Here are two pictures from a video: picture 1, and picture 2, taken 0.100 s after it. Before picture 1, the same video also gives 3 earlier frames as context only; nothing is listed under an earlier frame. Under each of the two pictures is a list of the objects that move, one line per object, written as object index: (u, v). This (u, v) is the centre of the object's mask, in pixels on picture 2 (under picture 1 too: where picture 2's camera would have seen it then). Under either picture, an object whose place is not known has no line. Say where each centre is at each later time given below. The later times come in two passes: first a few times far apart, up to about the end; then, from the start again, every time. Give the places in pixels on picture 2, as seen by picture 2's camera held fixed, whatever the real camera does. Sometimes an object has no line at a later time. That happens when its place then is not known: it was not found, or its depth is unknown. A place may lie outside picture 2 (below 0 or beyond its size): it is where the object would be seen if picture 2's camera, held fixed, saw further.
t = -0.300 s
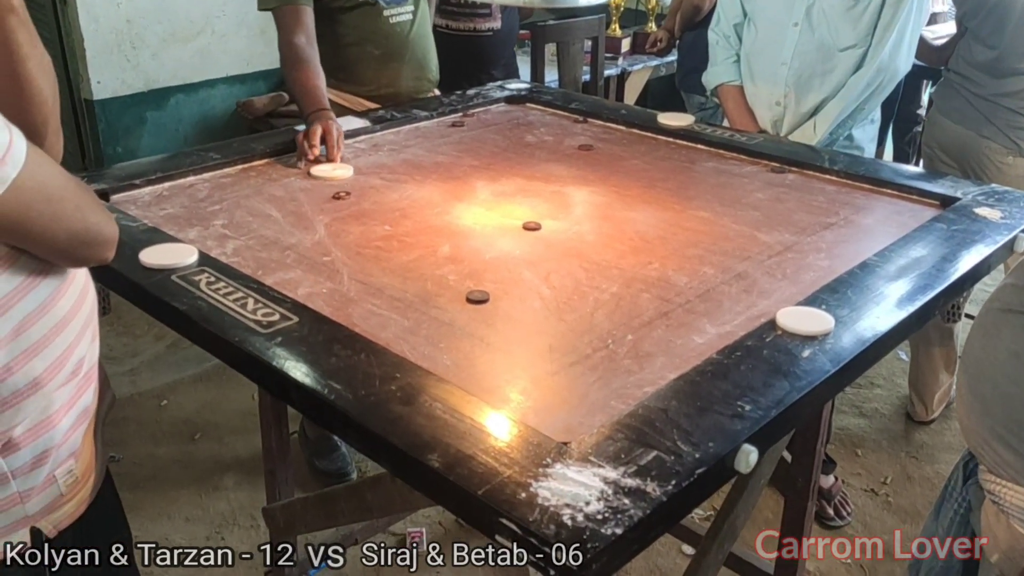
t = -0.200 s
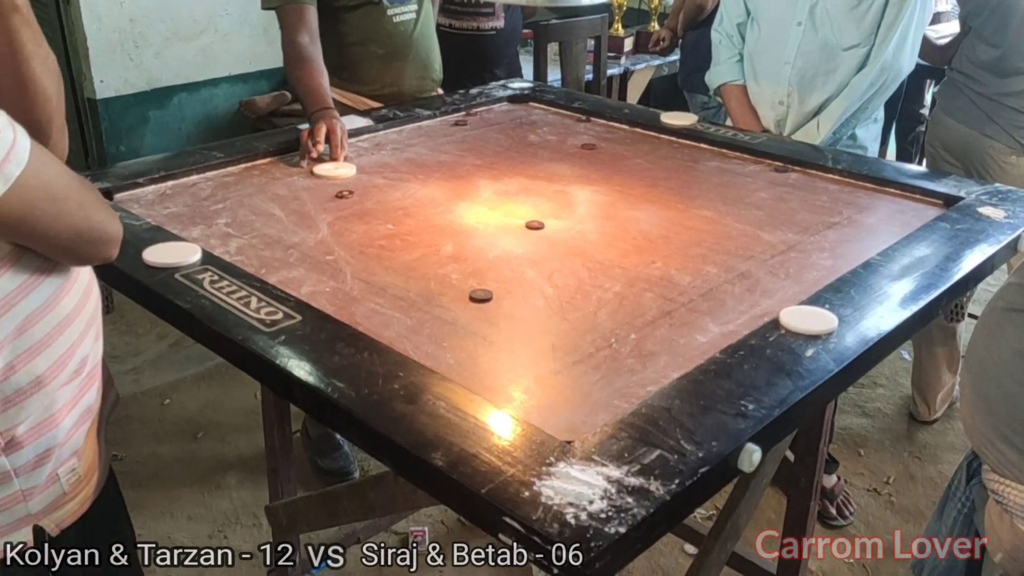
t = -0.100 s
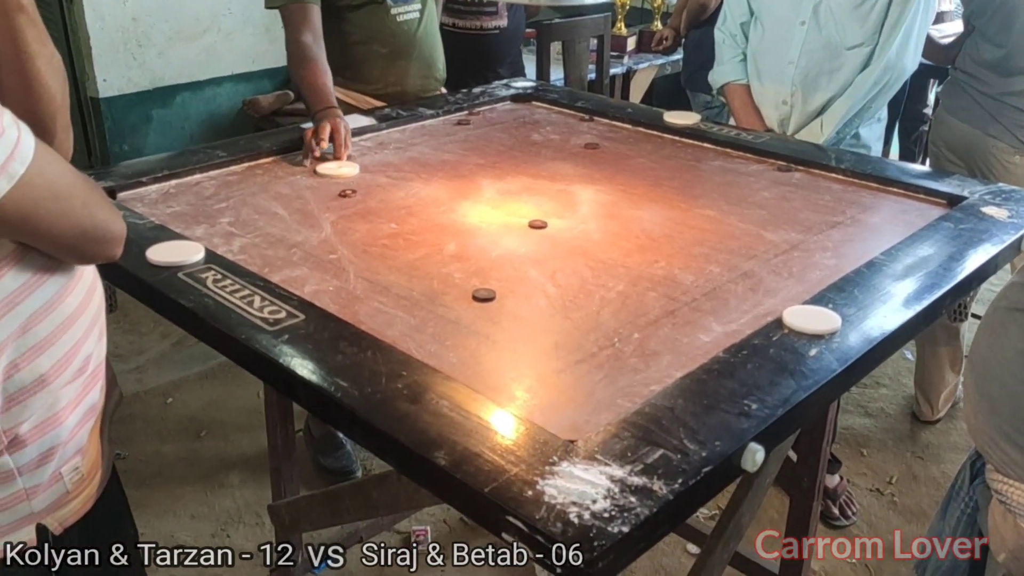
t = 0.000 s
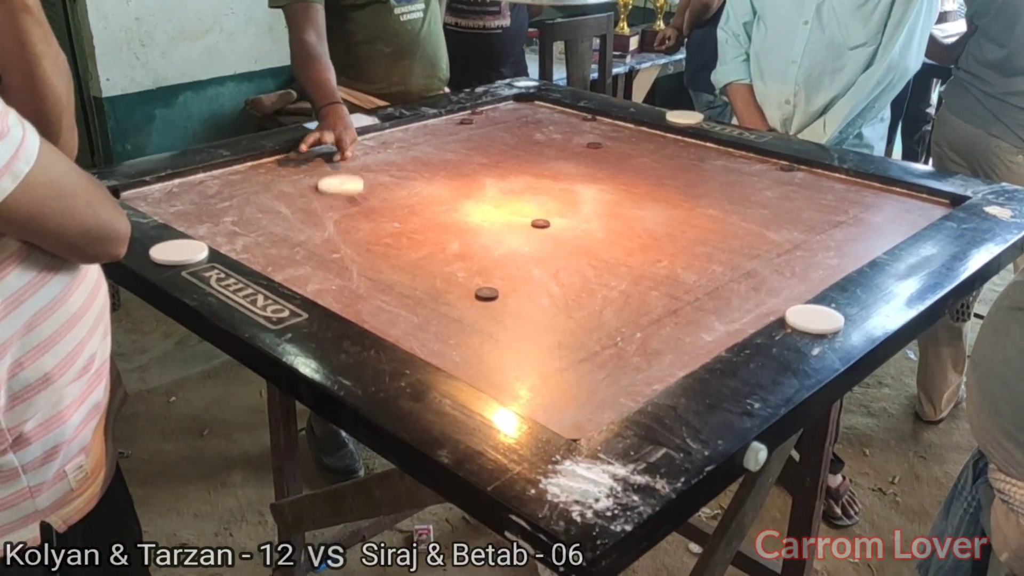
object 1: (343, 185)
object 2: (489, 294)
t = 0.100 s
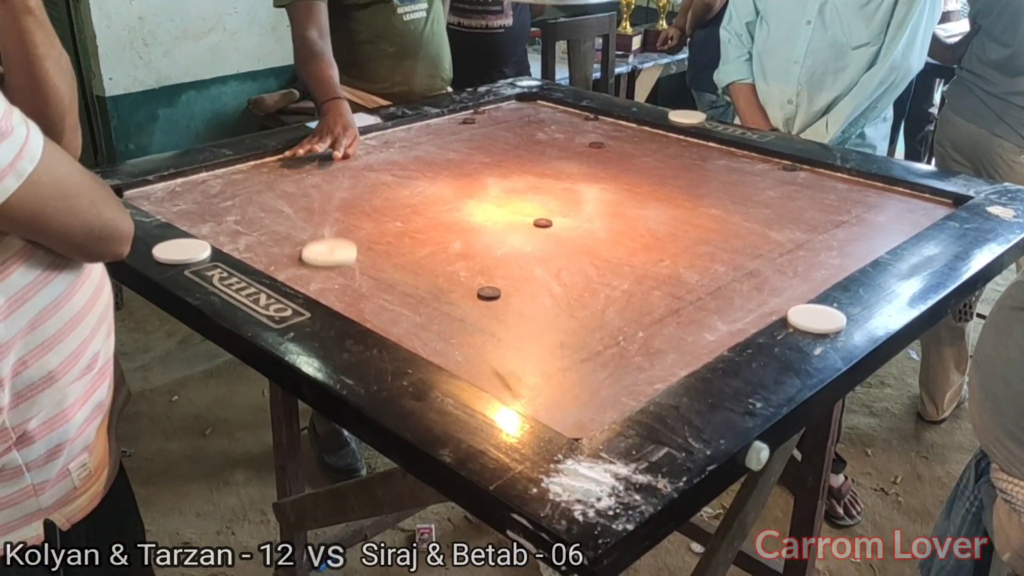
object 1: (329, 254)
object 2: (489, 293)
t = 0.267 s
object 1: (538, 303)
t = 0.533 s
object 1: (694, 255)
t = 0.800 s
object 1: (629, 173)
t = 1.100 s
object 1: (604, 128)
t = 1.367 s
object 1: (577, 124)
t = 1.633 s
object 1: (571, 125)
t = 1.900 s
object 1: (570, 125)
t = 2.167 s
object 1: (570, 125)
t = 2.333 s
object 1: (570, 125)
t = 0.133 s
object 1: (325, 282)
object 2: (489, 294)
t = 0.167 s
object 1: (372, 293)
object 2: (489, 294)
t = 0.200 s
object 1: (435, 295)
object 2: (489, 294)
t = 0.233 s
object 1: (487, 299)
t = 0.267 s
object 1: (538, 303)
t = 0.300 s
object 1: (589, 307)
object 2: (737, 285)
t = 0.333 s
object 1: (641, 312)
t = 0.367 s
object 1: (692, 316)
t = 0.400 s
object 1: (739, 318)
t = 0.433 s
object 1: (731, 301)
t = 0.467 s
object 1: (717, 284)
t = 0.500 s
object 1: (704, 270)
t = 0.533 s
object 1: (694, 255)
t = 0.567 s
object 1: (683, 242)
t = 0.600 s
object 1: (674, 230)
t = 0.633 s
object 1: (665, 219)
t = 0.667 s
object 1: (657, 208)
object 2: (611, 161)
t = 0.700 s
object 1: (649, 198)
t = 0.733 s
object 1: (641, 189)
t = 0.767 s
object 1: (635, 181)
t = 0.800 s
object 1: (629, 173)
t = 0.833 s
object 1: (624, 166)
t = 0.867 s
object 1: (618, 159)
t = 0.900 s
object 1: (613, 153)
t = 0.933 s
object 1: (611, 148)
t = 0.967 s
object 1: (609, 143)
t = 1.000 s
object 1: (607, 139)
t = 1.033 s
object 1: (606, 135)
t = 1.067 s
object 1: (605, 132)
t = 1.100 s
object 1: (604, 128)
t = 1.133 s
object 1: (603, 125)
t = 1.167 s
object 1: (602, 123)
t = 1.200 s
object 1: (597, 122)
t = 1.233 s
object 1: (591, 122)
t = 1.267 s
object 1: (586, 122)
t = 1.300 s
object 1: (583, 123)
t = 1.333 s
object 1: (580, 124)
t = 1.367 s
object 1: (577, 124)
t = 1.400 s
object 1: (576, 125)
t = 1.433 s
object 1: (575, 125)
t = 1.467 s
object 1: (574, 125)
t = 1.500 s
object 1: (573, 125)
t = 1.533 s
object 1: (572, 125)
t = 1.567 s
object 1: (572, 125)
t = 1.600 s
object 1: (571, 125)
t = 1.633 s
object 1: (571, 125)
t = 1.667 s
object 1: (571, 125)
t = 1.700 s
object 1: (571, 125)
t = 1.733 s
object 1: (571, 125)
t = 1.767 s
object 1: (571, 125)
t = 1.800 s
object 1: (571, 125)
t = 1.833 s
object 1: (570, 125)
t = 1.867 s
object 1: (570, 125)
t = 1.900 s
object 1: (570, 125)
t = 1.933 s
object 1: (571, 125)
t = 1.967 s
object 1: (570, 125)
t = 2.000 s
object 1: (570, 125)
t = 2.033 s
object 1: (570, 125)
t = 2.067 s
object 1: (570, 125)
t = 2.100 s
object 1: (570, 125)
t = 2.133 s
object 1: (570, 125)
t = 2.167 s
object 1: (570, 125)
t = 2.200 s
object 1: (570, 125)
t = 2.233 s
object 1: (570, 125)
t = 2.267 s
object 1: (570, 125)
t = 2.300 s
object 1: (570, 125)
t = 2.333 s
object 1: (570, 125)
